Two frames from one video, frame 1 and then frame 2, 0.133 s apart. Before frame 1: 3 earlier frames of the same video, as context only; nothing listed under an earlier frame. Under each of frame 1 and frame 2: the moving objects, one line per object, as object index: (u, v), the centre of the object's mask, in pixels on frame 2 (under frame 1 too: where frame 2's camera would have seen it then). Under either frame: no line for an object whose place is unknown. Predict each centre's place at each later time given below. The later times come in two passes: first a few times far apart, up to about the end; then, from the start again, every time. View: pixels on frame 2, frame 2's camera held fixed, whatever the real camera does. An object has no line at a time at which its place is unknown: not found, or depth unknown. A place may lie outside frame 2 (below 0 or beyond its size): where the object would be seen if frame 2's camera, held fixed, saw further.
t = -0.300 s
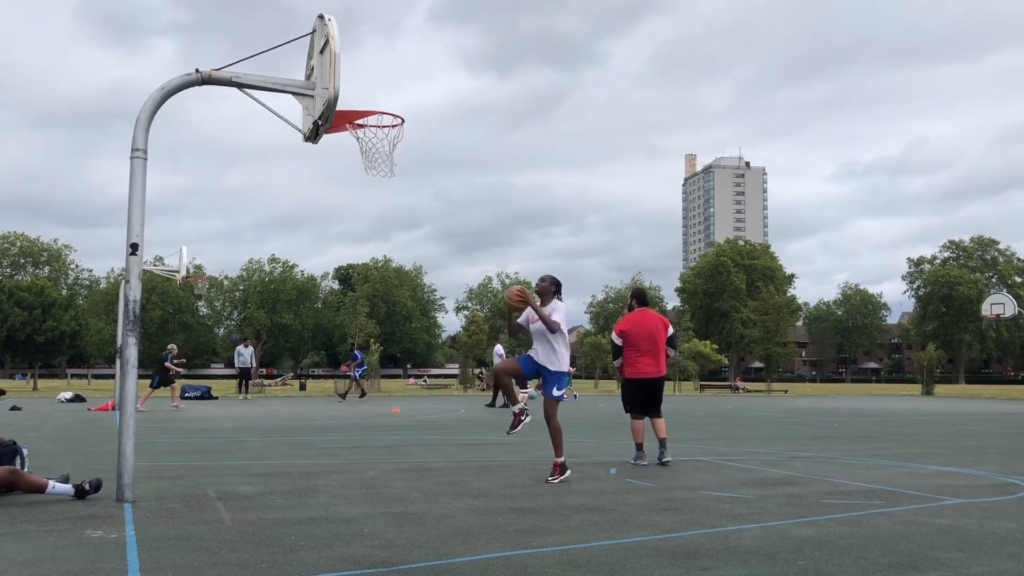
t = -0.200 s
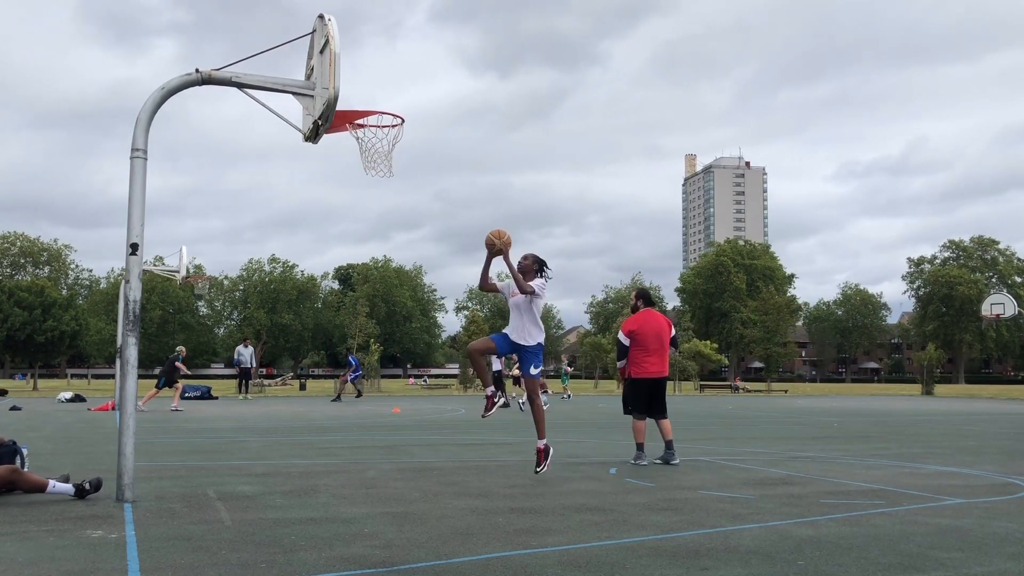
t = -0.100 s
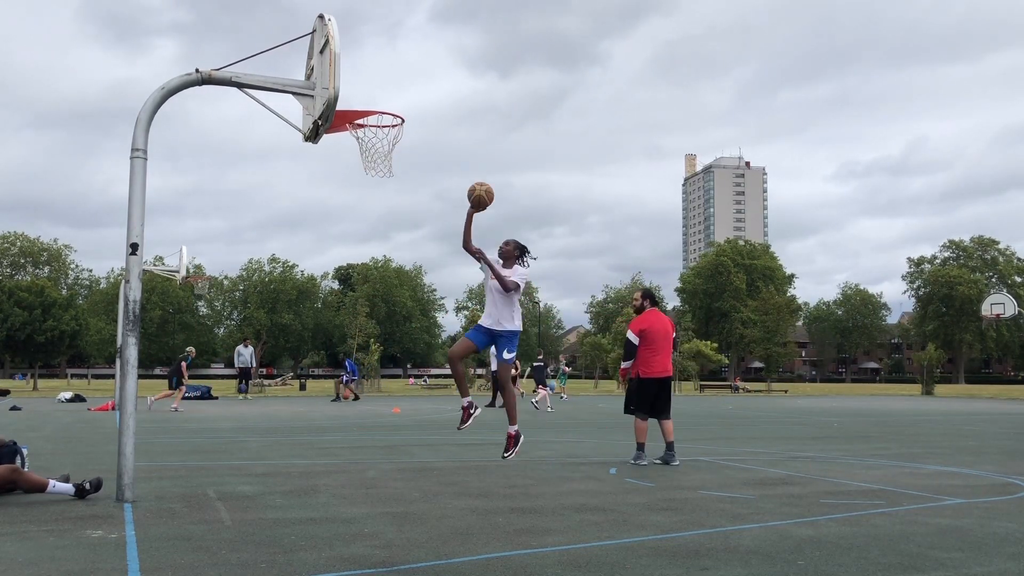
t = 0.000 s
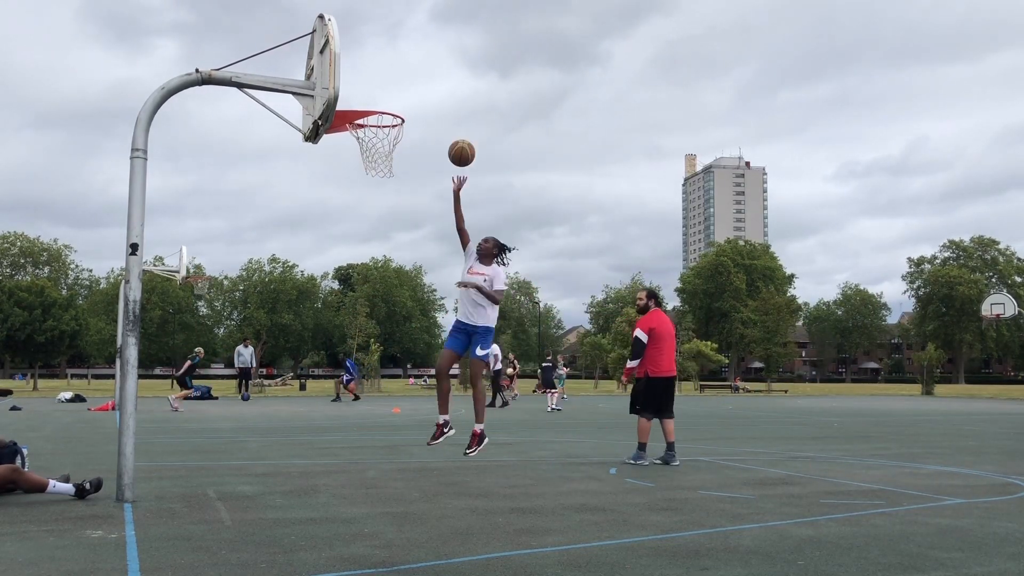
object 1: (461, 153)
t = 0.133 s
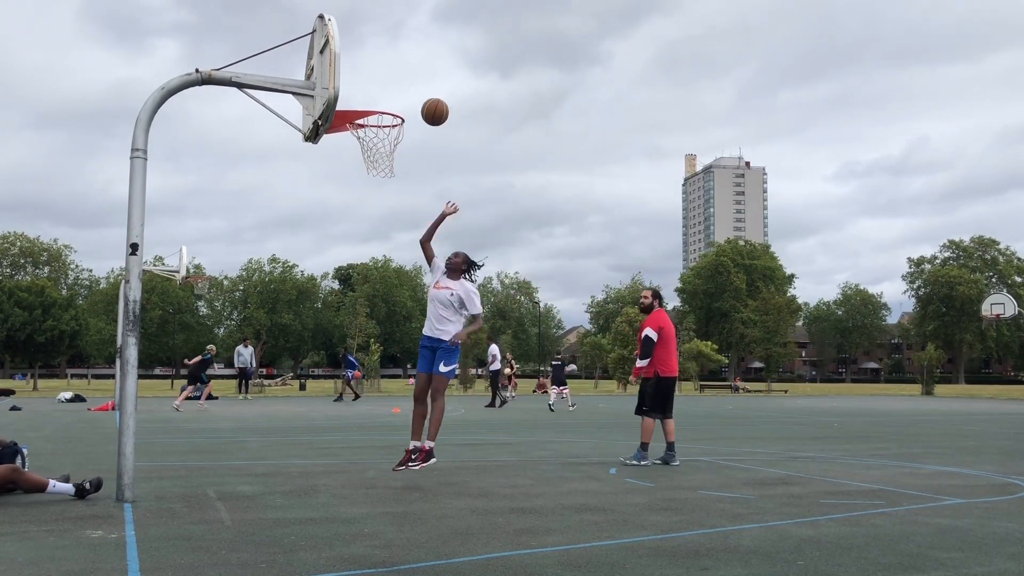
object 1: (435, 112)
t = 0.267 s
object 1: (407, 90)
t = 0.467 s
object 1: (361, 95)
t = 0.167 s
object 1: (428, 104)
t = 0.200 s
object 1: (421, 98)
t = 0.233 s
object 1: (414, 93)
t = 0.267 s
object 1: (407, 90)
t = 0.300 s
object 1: (399, 87)
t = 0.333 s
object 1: (392, 86)
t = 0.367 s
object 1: (384, 86)
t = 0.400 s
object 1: (377, 88)
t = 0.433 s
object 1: (369, 91)
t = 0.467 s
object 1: (361, 95)
